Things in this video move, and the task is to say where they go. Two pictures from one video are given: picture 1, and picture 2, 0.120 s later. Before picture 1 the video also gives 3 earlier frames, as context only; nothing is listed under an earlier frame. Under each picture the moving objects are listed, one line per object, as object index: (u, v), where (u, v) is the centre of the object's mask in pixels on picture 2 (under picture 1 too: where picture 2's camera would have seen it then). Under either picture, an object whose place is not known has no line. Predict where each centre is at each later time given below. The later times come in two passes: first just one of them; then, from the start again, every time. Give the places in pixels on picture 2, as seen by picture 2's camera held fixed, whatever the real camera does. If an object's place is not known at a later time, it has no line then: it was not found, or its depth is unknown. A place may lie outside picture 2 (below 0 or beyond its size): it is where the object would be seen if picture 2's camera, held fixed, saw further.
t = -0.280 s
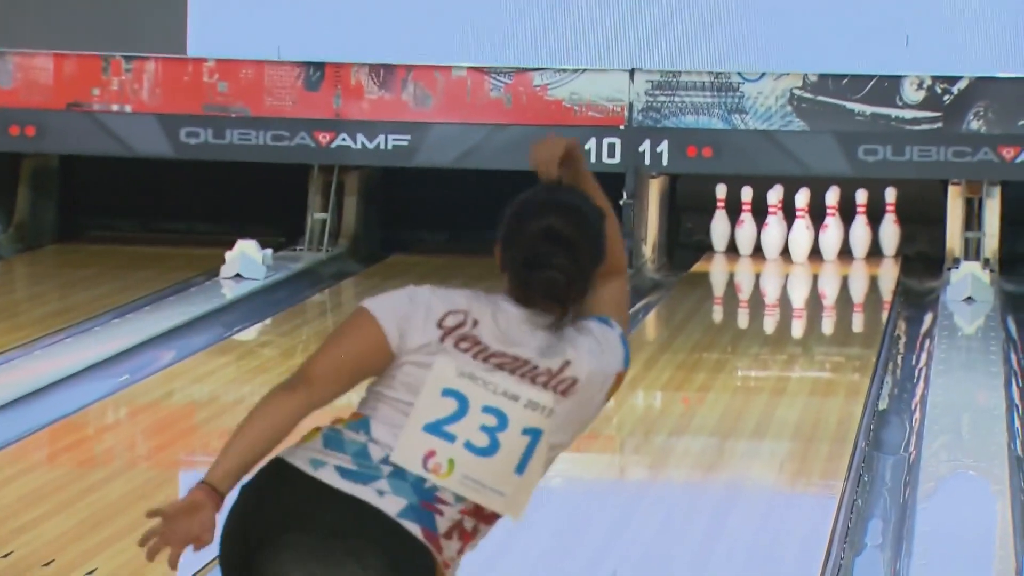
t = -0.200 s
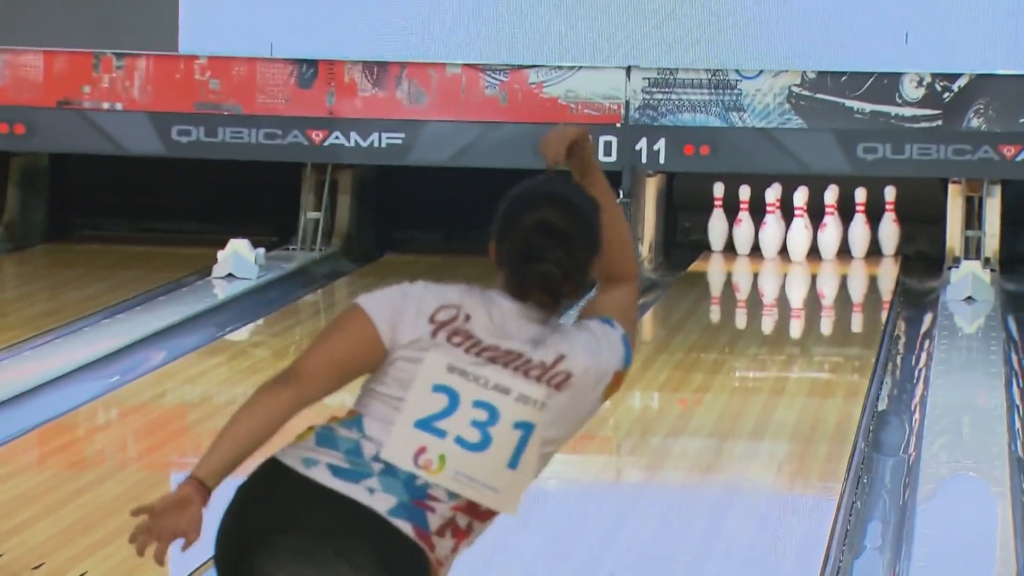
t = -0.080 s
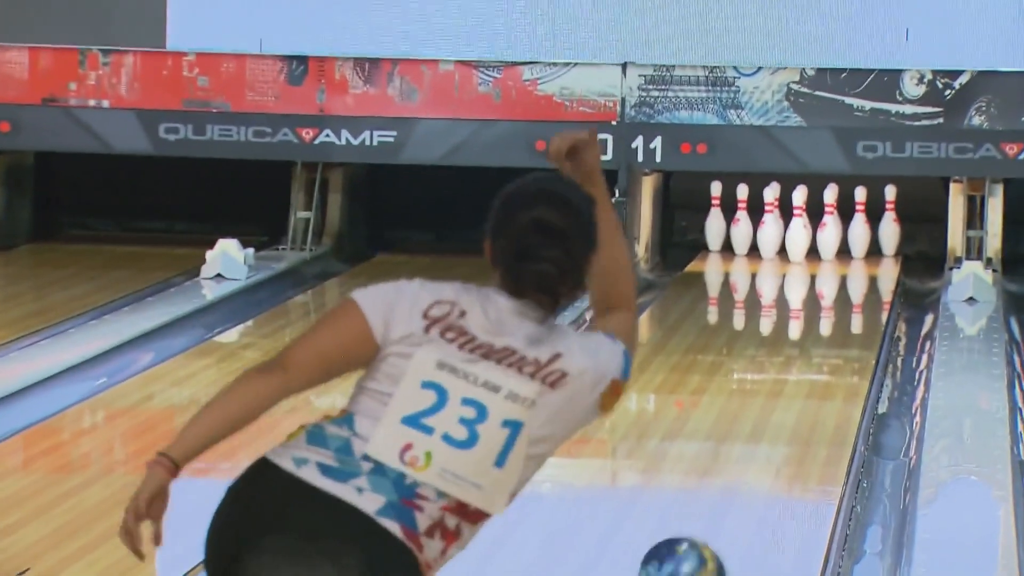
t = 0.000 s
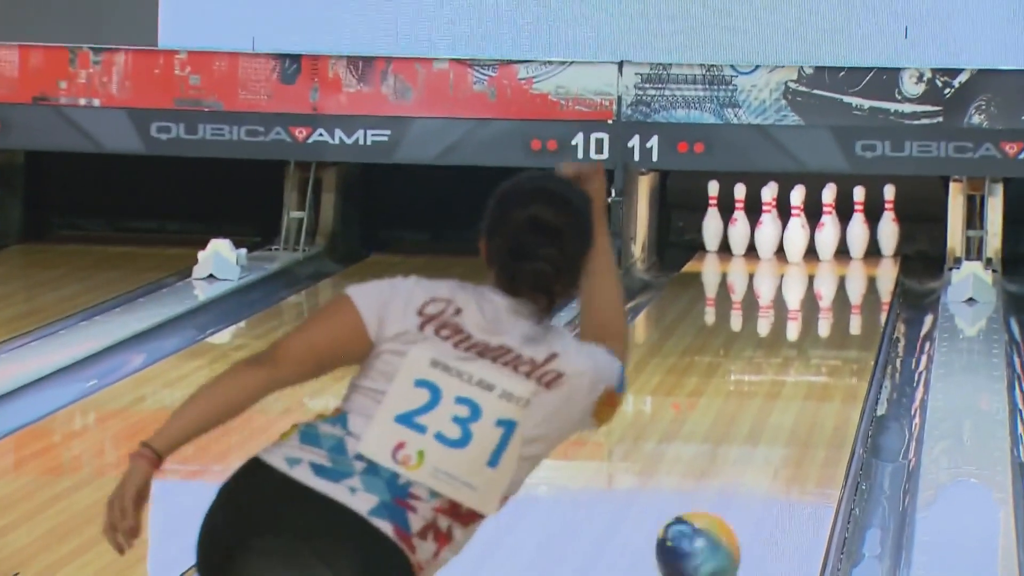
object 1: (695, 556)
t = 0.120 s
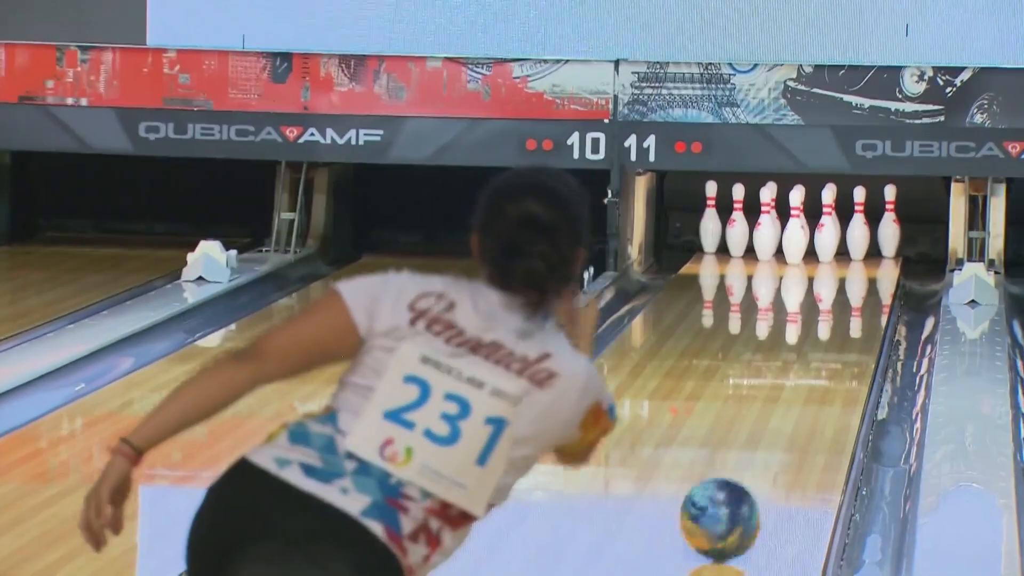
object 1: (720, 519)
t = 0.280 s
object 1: (747, 475)
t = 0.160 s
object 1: (727, 507)
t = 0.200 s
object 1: (734, 495)
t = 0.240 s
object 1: (741, 484)
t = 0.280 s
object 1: (747, 475)
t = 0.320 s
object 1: (754, 462)
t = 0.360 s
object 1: (759, 452)
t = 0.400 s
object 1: (763, 442)
